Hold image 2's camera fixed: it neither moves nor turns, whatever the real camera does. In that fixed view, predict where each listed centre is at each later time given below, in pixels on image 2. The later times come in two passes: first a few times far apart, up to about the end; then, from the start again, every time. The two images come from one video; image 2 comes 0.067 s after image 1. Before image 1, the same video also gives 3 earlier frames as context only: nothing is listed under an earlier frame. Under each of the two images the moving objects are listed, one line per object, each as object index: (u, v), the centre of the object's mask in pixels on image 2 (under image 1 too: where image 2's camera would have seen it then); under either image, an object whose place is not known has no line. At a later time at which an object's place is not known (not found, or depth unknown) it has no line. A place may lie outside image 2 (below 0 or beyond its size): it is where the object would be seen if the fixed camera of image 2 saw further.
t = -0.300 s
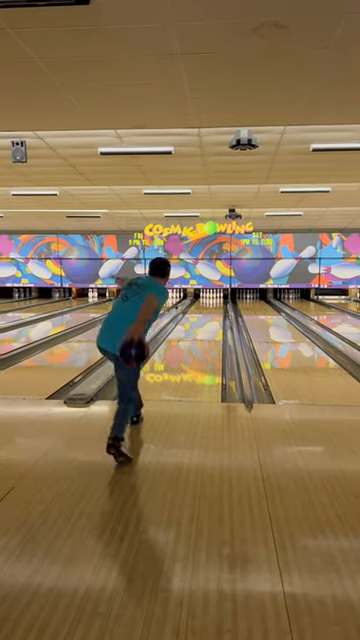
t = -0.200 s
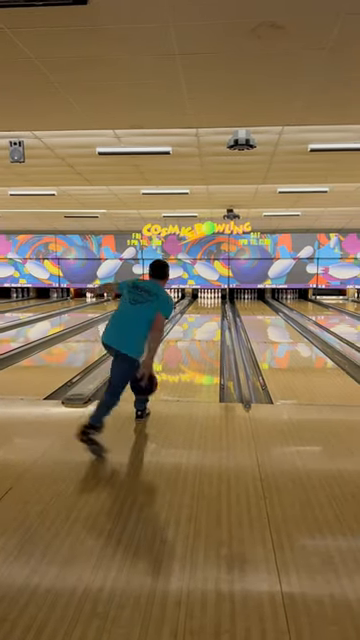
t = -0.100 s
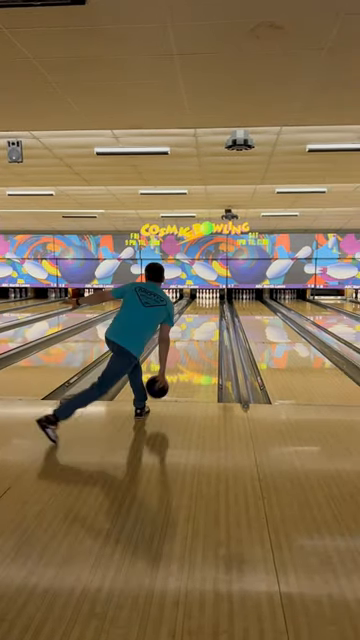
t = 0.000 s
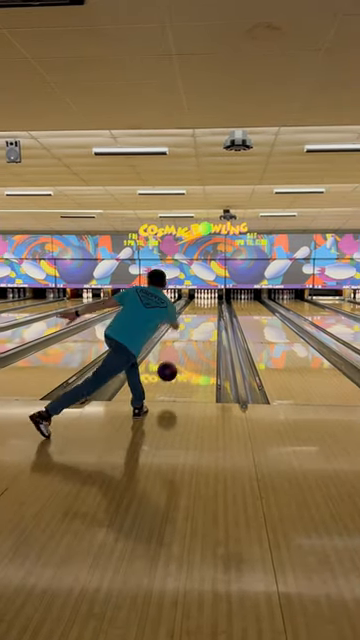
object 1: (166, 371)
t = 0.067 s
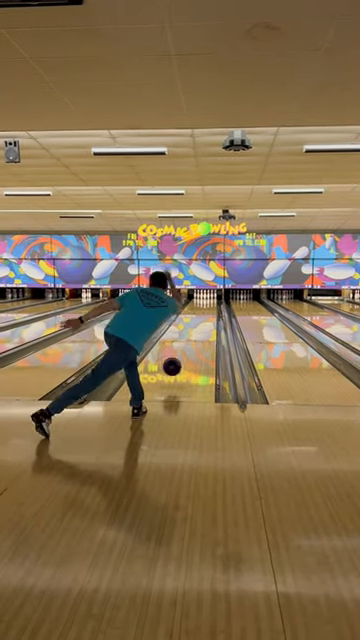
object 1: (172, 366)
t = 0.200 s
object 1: (181, 360)
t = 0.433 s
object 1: (192, 342)
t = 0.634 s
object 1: (198, 332)
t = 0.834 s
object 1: (202, 324)
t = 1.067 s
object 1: (206, 316)
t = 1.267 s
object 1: (208, 312)
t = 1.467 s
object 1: (210, 308)
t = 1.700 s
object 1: (211, 304)
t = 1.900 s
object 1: (211, 301)
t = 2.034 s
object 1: (211, 301)
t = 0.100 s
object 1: (174, 365)
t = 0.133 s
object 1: (176, 365)
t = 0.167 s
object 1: (179, 363)
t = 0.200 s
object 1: (181, 360)
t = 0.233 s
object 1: (183, 357)
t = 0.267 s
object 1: (184, 354)
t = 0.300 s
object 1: (186, 352)
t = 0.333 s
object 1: (187, 349)
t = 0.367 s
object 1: (188, 347)
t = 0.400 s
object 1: (190, 344)
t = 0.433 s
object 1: (192, 342)
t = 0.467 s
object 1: (193, 340)
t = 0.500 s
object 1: (194, 338)
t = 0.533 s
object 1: (195, 336)
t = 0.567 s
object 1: (196, 335)
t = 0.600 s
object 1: (197, 333)
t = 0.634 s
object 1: (198, 332)
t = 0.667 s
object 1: (198, 330)
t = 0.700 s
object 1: (199, 329)
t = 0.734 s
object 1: (200, 327)
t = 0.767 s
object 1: (201, 326)
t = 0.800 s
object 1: (202, 325)
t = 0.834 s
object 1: (202, 324)
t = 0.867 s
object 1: (203, 322)
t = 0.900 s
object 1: (203, 321)
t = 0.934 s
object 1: (204, 320)
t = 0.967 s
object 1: (204, 319)
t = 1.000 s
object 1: (205, 318)
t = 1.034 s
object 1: (205, 317)
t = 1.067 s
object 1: (206, 316)
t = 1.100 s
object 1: (206, 315)
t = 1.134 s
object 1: (207, 315)
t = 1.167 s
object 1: (207, 314)
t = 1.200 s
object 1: (208, 313)
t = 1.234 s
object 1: (208, 312)
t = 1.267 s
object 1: (208, 312)
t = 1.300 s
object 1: (209, 311)
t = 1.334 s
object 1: (209, 311)
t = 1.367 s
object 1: (209, 310)
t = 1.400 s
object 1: (209, 309)
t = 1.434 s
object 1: (210, 308)
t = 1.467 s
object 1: (210, 308)
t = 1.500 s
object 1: (210, 307)
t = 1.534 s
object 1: (211, 307)
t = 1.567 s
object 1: (211, 306)
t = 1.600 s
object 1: (211, 305)
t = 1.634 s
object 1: (211, 305)
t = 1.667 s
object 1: (211, 305)
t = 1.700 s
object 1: (211, 304)
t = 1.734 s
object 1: (211, 304)
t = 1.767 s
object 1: (211, 304)
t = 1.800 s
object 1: (211, 303)
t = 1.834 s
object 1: (211, 303)
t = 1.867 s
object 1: (212, 302)
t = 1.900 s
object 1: (211, 301)
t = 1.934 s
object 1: (210, 301)
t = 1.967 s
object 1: (210, 301)
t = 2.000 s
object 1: (210, 301)
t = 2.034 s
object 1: (211, 301)
